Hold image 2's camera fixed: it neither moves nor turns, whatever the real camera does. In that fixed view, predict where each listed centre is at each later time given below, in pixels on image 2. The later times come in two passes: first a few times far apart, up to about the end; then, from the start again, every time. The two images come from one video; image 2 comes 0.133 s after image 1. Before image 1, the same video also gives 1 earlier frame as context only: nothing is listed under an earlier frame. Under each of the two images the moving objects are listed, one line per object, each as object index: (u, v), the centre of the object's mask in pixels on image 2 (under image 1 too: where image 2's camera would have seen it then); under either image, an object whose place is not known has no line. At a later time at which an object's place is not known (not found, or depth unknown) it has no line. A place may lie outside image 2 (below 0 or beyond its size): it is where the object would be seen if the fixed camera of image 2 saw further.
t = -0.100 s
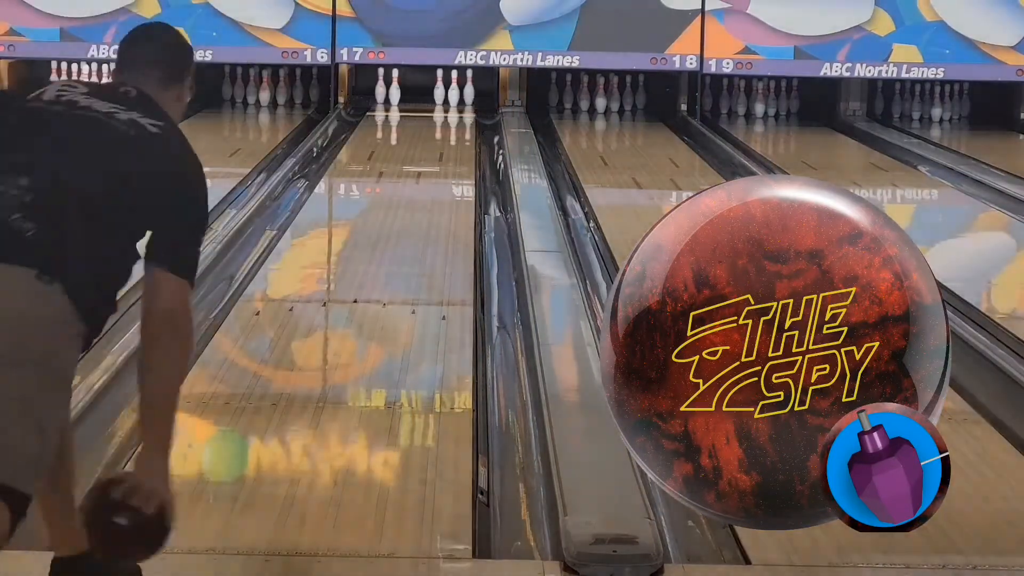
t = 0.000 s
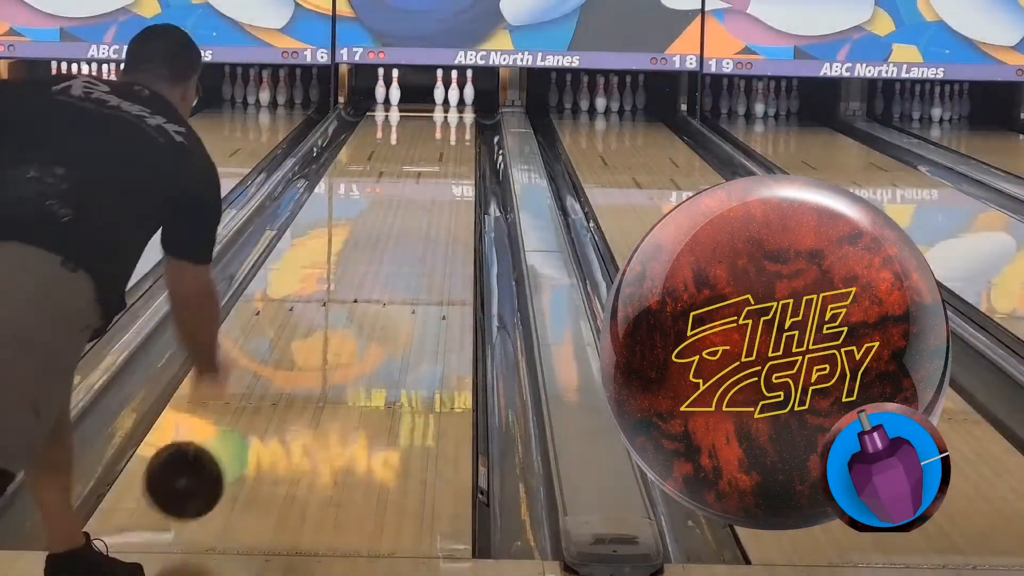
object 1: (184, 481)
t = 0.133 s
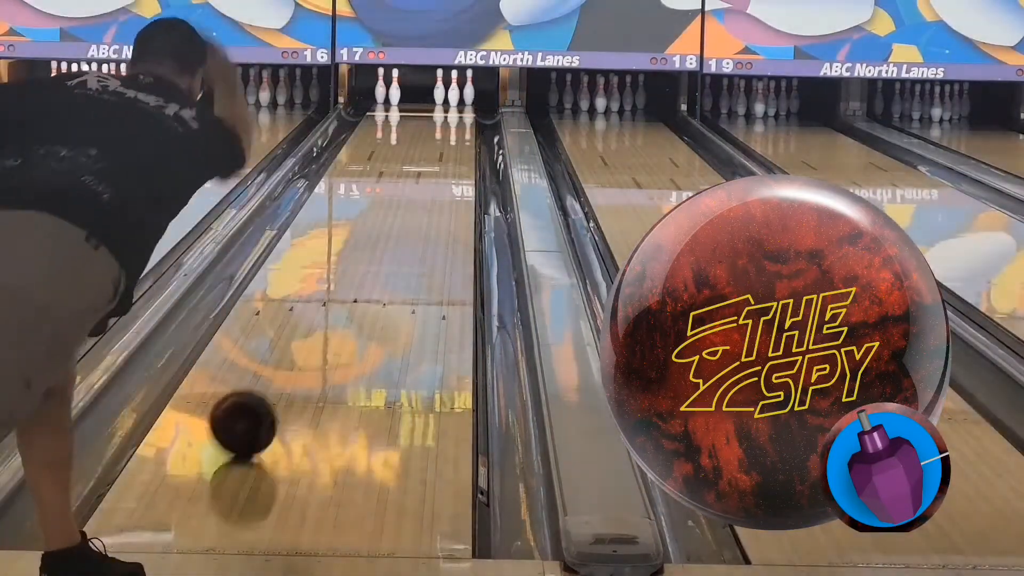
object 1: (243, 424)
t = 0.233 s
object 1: (276, 379)
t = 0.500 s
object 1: (339, 290)
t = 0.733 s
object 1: (376, 240)
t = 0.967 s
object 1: (403, 202)
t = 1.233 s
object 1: (425, 170)
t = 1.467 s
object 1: (440, 148)
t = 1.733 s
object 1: (452, 129)
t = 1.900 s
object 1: (457, 118)
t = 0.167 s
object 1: (254, 408)
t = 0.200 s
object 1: (266, 393)
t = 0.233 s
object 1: (276, 379)
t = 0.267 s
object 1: (285, 365)
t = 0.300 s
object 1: (295, 352)
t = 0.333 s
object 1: (303, 340)
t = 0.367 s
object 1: (312, 329)
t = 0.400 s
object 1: (319, 319)
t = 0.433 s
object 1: (326, 309)
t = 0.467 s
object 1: (333, 299)
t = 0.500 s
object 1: (339, 290)
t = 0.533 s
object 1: (345, 282)
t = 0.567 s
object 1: (351, 274)
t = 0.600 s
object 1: (357, 267)
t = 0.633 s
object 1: (362, 260)
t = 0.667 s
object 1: (367, 253)
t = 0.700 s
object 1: (372, 246)
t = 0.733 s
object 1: (376, 240)
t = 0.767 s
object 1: (380, 234)
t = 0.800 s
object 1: (385, 228)
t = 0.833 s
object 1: (389, 223)
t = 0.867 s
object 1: (392, 217)
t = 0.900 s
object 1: (396, 212)
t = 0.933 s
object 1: (400, 207)
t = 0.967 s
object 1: (403, 202)
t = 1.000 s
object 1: (406, 197)
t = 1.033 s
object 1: (409, 193)
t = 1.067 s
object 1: (412, 189)
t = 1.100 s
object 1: (415, 185)
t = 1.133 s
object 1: (418, 181)
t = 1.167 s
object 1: (420, 178)
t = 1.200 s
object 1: (423, 173)
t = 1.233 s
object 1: (425, 170)
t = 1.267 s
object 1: (428, 166)
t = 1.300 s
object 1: (430, 163)
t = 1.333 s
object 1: (433, 160)
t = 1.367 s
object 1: (435, 156)
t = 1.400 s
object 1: (436, 154)
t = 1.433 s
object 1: (438, 151)
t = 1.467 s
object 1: (440, 148)
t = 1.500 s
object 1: (442, 145)
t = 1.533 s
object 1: (444, 142)
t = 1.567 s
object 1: (445, 140)
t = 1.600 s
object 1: (447, 137)
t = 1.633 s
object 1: (448, 135)
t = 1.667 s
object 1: (450, 133)
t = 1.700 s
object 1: (450, 131)
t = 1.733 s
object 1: (452, 129)
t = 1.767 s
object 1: (453, 127)
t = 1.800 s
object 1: (454, 124)
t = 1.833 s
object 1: (455, 122)
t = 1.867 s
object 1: (457, 120)
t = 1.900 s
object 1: (457, 118)
